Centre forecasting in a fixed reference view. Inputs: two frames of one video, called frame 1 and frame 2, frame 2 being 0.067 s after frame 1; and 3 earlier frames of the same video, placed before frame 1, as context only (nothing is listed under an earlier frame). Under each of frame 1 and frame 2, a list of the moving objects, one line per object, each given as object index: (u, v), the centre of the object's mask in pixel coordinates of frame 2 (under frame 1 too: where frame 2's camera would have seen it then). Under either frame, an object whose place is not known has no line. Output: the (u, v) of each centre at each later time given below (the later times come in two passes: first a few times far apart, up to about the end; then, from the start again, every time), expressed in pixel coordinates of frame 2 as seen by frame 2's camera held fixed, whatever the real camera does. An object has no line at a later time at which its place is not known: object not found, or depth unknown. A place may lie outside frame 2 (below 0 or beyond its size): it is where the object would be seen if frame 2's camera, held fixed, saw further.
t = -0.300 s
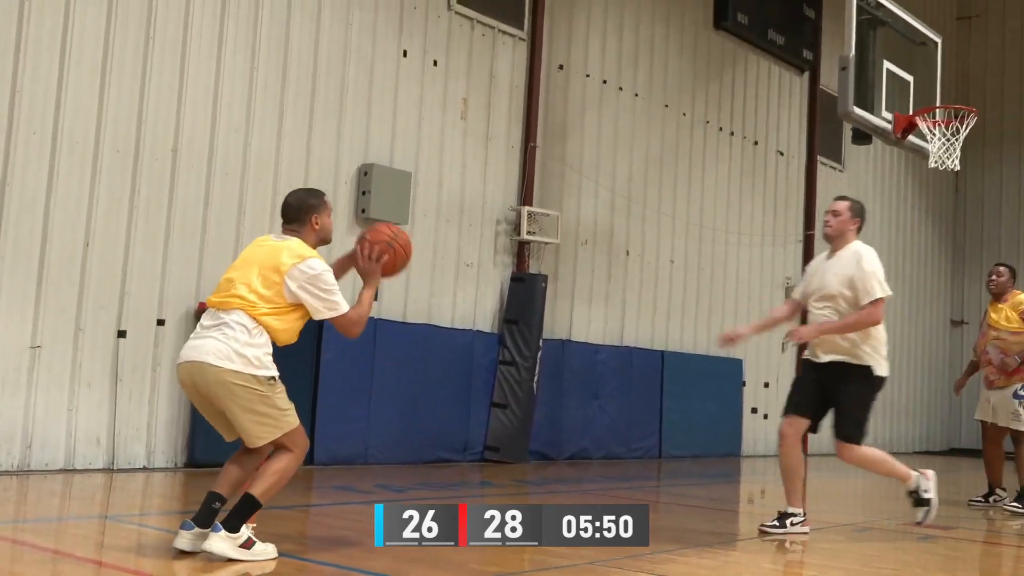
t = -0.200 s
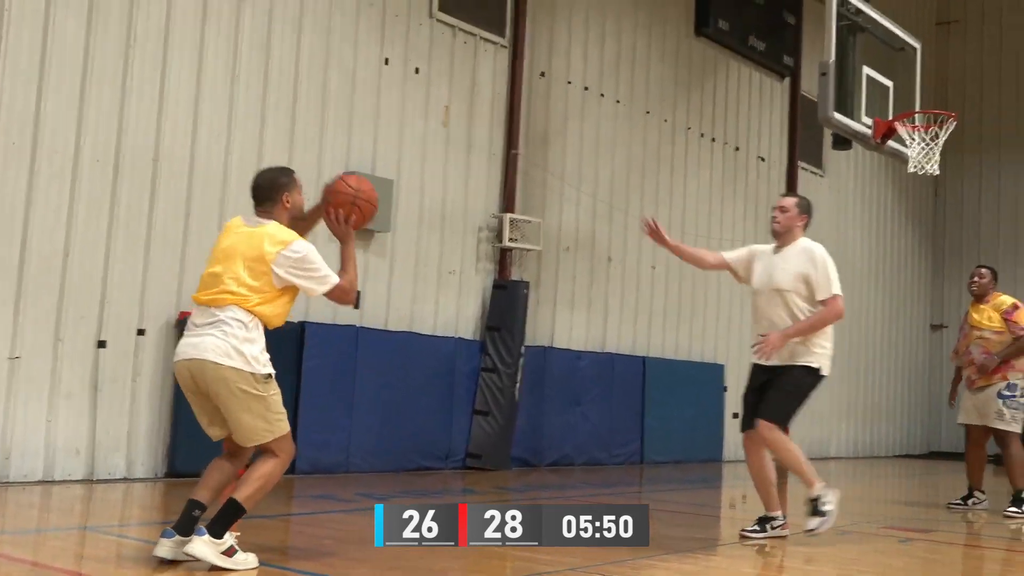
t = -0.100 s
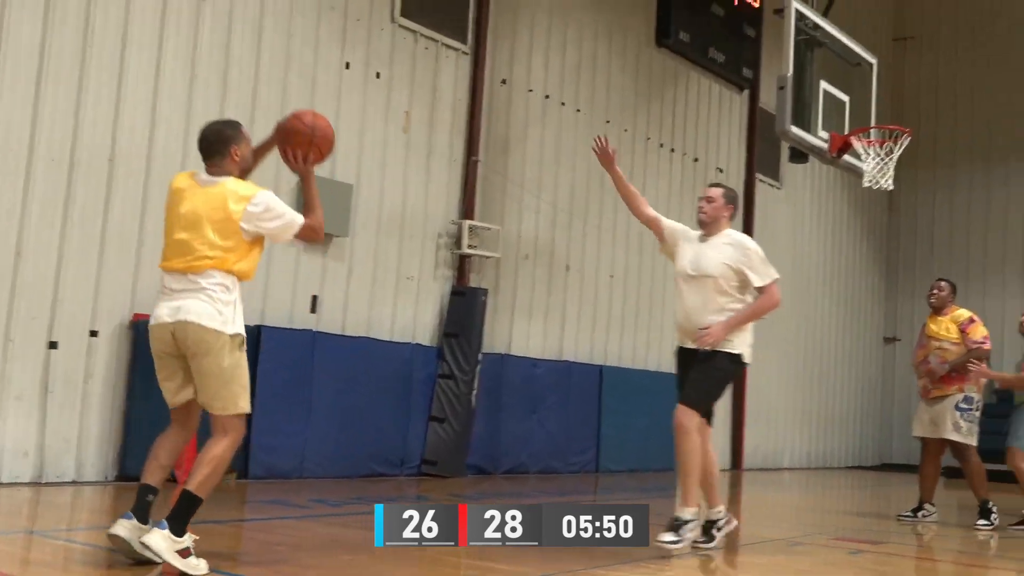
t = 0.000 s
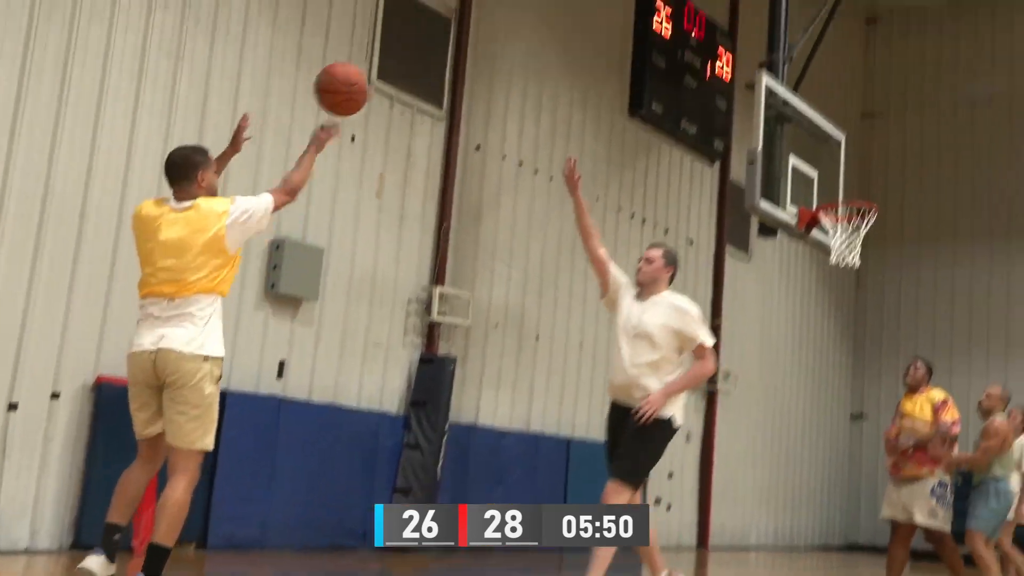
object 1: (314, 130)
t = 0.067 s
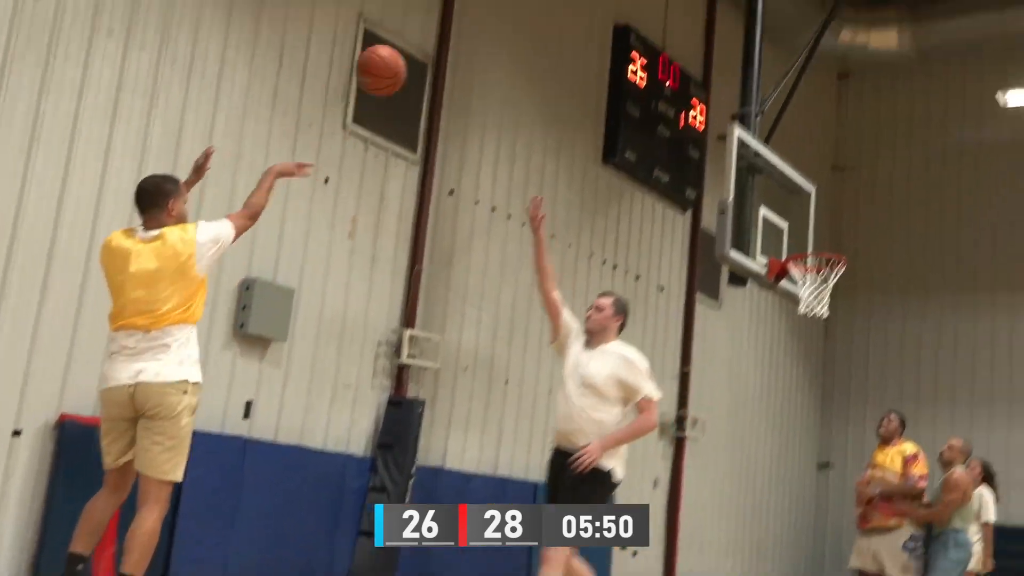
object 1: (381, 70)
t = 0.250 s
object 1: (519, -28)
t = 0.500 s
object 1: (648, -57)
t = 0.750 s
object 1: (736, -1)
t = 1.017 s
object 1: (808, 126)
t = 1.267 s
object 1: (862, 296)
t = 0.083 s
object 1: (395, 58)
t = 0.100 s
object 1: (410, 46)
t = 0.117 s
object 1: (424, 35)
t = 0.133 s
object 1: (437, 25)
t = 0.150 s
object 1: (450, 16)
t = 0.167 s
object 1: (462, 6)
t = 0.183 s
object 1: (474, -2)
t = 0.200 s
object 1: (486, -10)
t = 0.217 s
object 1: (497, -17)
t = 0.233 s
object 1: (508, -23)
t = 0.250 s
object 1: (519, -28)
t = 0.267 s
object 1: (529, -33)
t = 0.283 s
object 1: (539, -37)
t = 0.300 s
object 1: (549, -41)
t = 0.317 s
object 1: (559, -44)
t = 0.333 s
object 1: (568, -47)
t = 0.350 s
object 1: (577, -49)
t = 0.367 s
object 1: (586, -50)
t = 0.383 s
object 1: (595, -50)
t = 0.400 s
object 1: (603, -51)
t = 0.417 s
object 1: (612, -52)
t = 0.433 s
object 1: (619, -53)
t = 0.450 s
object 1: (627, -54)
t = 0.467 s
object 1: (633, -55)
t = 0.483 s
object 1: (641, -56)
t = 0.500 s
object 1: (648, -57)
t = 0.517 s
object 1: (654, -57)
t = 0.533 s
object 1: (660, -55)
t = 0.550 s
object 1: (667, -53)
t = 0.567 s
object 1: (673, -50)
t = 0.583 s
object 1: (679, -47)
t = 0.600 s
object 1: (685, -44)
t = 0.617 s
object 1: (691, -41)
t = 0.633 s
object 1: (697, -37)
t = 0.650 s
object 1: (703, -33)
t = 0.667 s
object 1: (709, -28)
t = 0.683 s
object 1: (714, -23)
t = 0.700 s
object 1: (720, -18)
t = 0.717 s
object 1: (725, -13)
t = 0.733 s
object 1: (730, -8)
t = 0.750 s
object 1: (736, -1)
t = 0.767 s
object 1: (742, 6)
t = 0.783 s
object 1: (746, 13)
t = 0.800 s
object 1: (751, 20)
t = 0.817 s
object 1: (757, 26)
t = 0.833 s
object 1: (761, 33)
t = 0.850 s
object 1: (765, 40)
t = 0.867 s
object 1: (770, 47)
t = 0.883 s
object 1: (774, 55)
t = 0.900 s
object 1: (779, 63)
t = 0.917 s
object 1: (784, 71)
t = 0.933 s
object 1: (788, 80)
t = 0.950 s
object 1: (791, 90)
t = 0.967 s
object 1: (795, 98)
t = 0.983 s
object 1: (800, 107)
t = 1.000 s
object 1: (804, 117)
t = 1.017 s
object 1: (808, 126)
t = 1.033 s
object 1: (812, 136)
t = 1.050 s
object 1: (816, 146)
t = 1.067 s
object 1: (820, 156)
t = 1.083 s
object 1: (823, 166)
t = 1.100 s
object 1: (827, 177)
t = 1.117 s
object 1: (831, 189)
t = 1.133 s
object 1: (834, 200)
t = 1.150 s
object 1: (837, 211)
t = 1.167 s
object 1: (841, 223)
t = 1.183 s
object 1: (845, 234)
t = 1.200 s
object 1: (848, 246)
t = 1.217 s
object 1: (852, 257)
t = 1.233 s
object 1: (855, 269)
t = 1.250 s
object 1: (857, 282)
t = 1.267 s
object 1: (862, 296)
